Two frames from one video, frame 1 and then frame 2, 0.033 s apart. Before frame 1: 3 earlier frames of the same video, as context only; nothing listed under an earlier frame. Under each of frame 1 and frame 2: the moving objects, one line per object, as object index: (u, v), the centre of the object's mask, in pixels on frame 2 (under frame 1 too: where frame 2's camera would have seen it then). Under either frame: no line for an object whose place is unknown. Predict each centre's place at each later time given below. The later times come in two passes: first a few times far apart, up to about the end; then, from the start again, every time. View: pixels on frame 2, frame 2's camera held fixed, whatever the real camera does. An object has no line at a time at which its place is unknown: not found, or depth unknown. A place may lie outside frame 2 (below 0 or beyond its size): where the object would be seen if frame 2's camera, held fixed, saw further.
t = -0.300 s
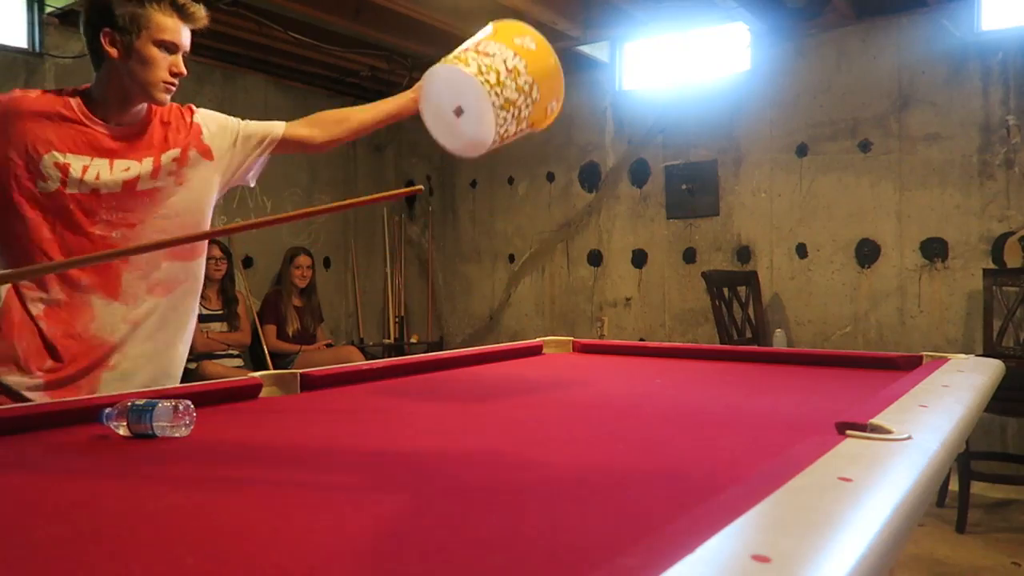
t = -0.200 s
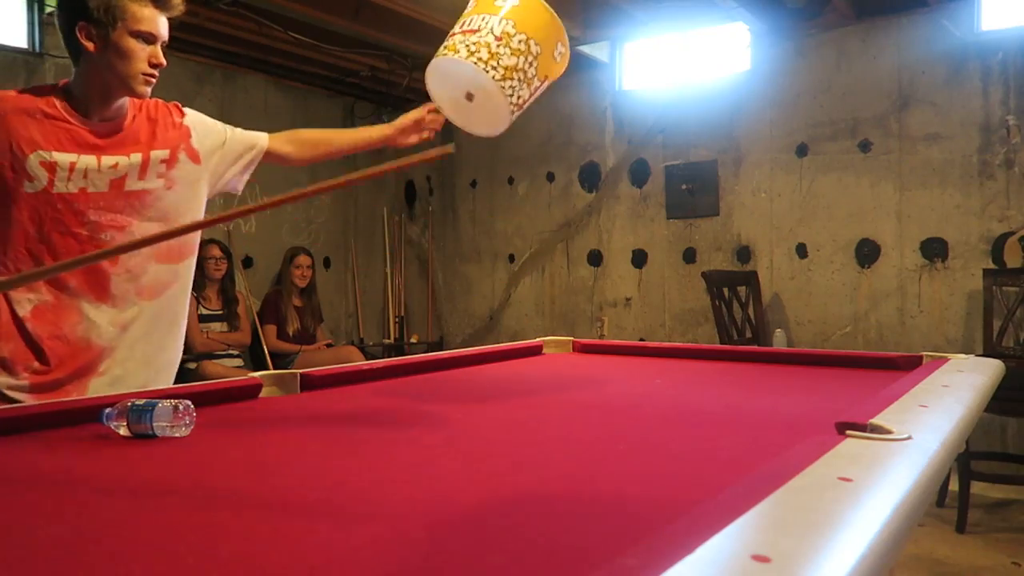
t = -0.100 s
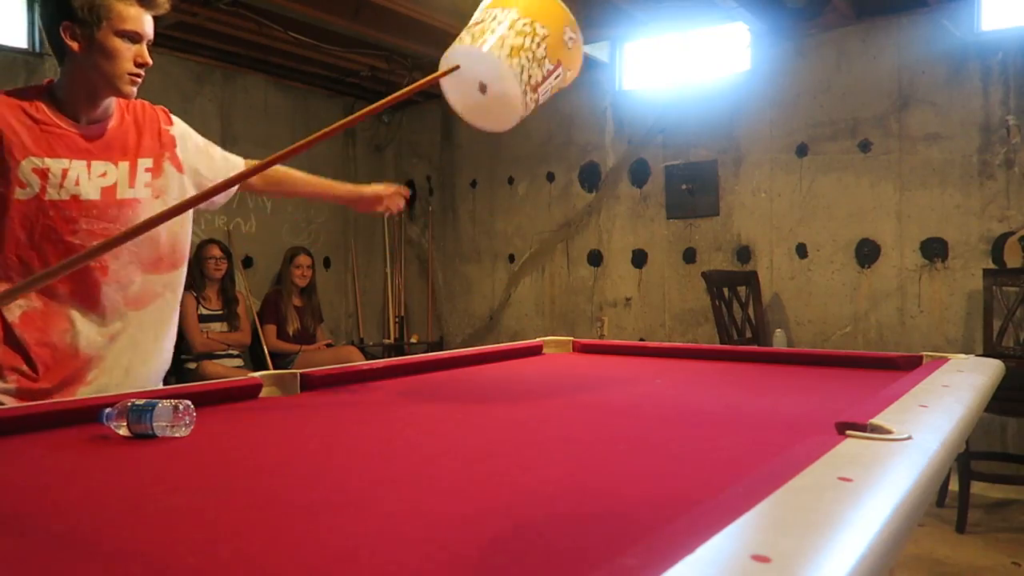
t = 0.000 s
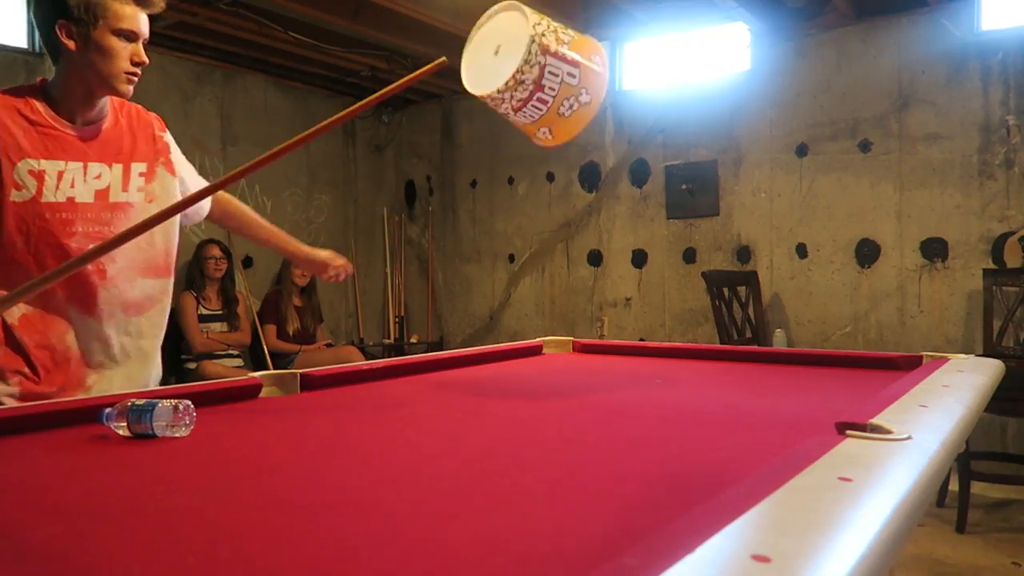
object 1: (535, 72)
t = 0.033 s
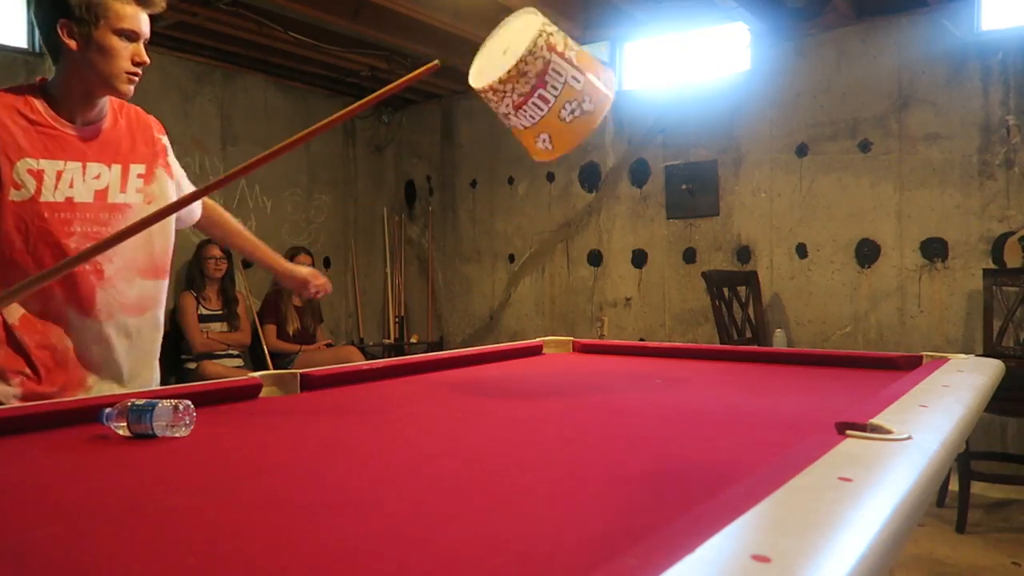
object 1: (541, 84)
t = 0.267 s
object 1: (589, 289)
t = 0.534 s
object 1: (626, 343)
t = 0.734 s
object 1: (665, 346)
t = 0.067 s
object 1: (548, 99)
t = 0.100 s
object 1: (553, 118)
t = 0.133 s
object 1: (561, 144)
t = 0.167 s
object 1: (568, 175)
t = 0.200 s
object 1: (575, 209)
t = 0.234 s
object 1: (582, 248)
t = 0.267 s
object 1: (589, 289)
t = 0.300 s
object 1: (592, 323)
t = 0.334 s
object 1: (596, 342)
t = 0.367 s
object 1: (601, 342)
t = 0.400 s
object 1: (605, 340)
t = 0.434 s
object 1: (610, 342)
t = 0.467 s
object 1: (616, 344)
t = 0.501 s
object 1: (620, 342)
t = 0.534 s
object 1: (626, 343)
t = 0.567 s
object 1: (632, 346)
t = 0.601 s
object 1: (638, 343)
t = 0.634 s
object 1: (644, 345)
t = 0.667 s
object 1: (651, 346)
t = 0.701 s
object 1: (658, 344)
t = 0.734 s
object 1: (665, 346)
